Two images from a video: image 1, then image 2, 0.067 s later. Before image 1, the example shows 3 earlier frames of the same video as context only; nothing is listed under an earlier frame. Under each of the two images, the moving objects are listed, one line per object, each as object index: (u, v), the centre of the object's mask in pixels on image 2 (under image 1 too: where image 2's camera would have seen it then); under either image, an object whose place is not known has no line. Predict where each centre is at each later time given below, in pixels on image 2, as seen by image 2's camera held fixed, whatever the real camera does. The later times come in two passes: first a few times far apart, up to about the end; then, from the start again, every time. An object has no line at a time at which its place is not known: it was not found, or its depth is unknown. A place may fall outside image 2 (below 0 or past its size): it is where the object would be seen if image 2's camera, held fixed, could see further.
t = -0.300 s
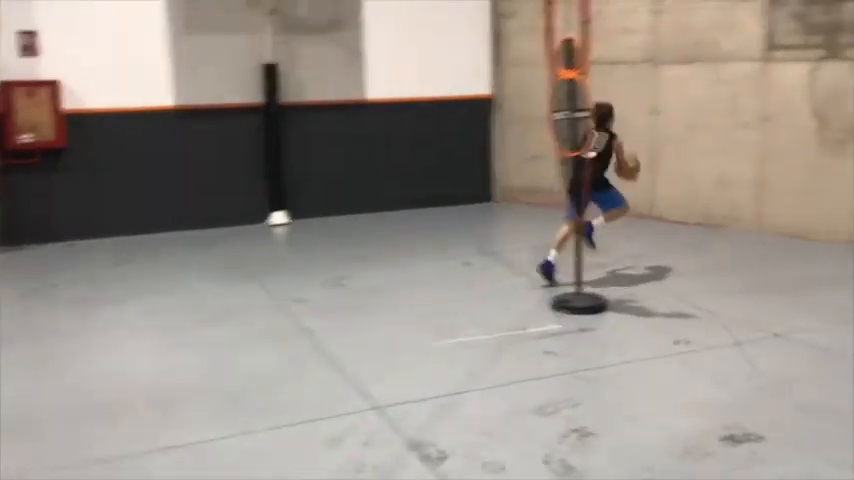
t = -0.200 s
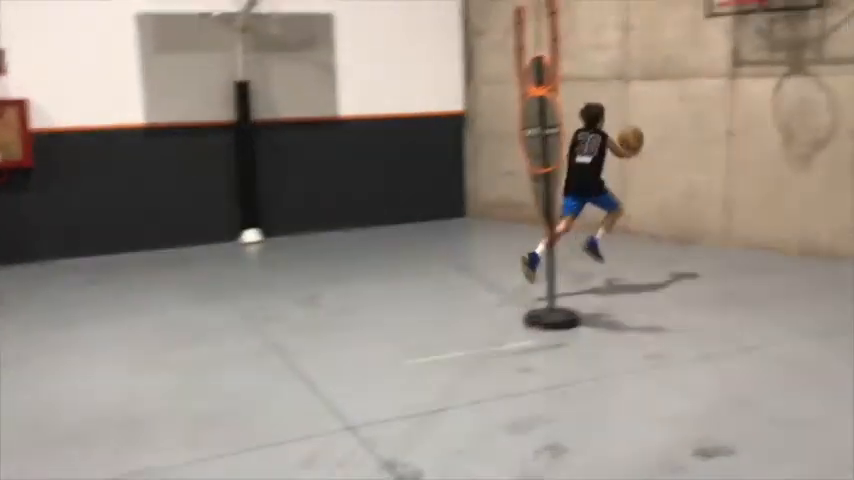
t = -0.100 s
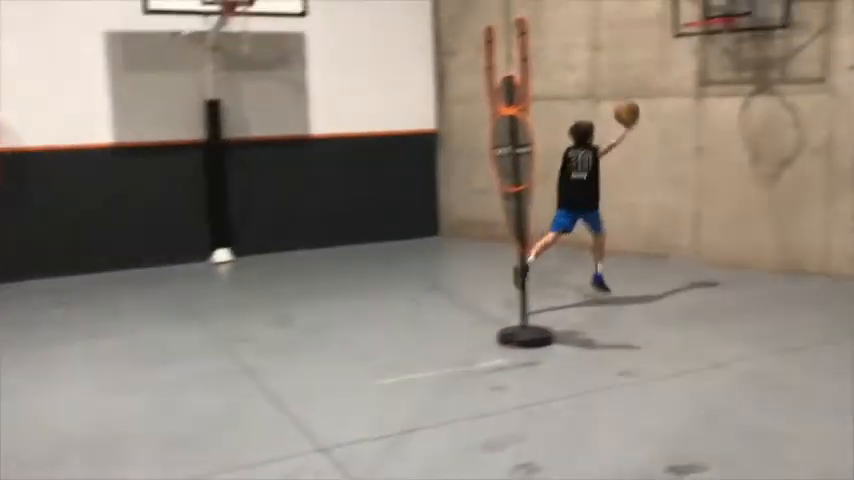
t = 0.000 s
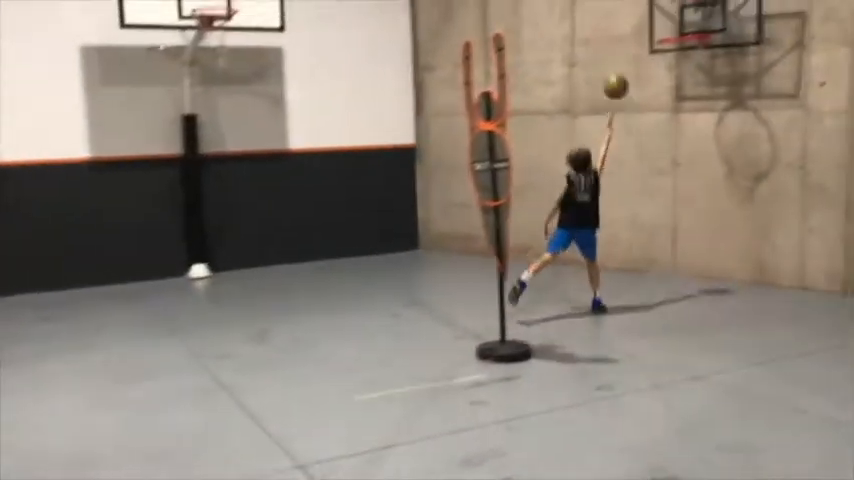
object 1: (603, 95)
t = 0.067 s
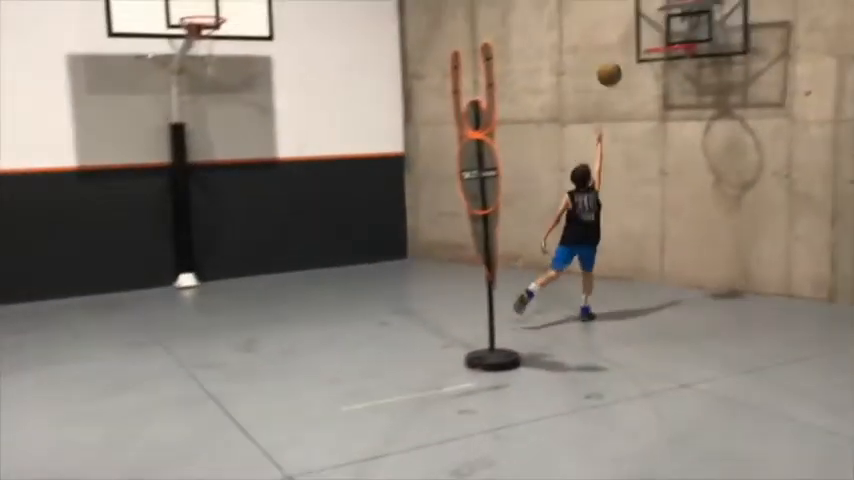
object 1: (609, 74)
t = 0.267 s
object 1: (625, 37)
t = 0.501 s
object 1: (641, 42)
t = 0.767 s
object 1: (633, 71)
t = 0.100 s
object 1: (612, 64)
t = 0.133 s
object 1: (615, 56)
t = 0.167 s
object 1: (618, 50)
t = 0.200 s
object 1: (620, 44)
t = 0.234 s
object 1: (623, 40)
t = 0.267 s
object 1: (625, 37)
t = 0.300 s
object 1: (628, 35)
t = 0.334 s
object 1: (631, 35)
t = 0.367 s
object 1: (634, 36)
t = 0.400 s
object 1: (637, 37)
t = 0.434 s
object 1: (640, 41)
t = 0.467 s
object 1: (642, 43)
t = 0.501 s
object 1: (641, 42)
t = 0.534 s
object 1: (640, 42)
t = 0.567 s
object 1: (639, 42)
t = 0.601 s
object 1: (638, 44)
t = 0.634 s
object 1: (637, 47)
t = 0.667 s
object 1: (637, 51)
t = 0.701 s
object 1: (635, 57)
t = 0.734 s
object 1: (634, 63)
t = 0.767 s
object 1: (633, 71)
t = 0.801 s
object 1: (632, 80)
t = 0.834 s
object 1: (631, 90)
